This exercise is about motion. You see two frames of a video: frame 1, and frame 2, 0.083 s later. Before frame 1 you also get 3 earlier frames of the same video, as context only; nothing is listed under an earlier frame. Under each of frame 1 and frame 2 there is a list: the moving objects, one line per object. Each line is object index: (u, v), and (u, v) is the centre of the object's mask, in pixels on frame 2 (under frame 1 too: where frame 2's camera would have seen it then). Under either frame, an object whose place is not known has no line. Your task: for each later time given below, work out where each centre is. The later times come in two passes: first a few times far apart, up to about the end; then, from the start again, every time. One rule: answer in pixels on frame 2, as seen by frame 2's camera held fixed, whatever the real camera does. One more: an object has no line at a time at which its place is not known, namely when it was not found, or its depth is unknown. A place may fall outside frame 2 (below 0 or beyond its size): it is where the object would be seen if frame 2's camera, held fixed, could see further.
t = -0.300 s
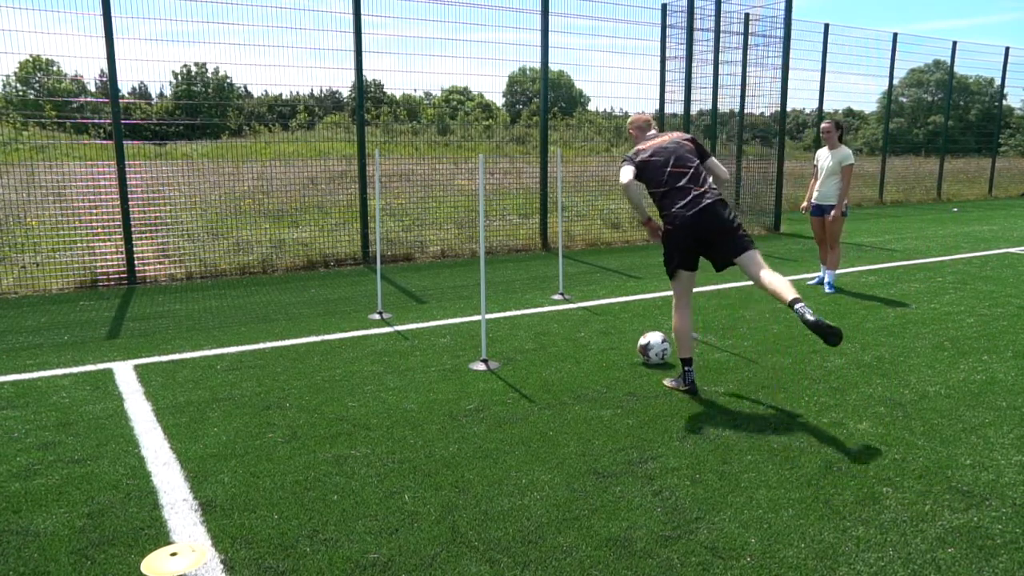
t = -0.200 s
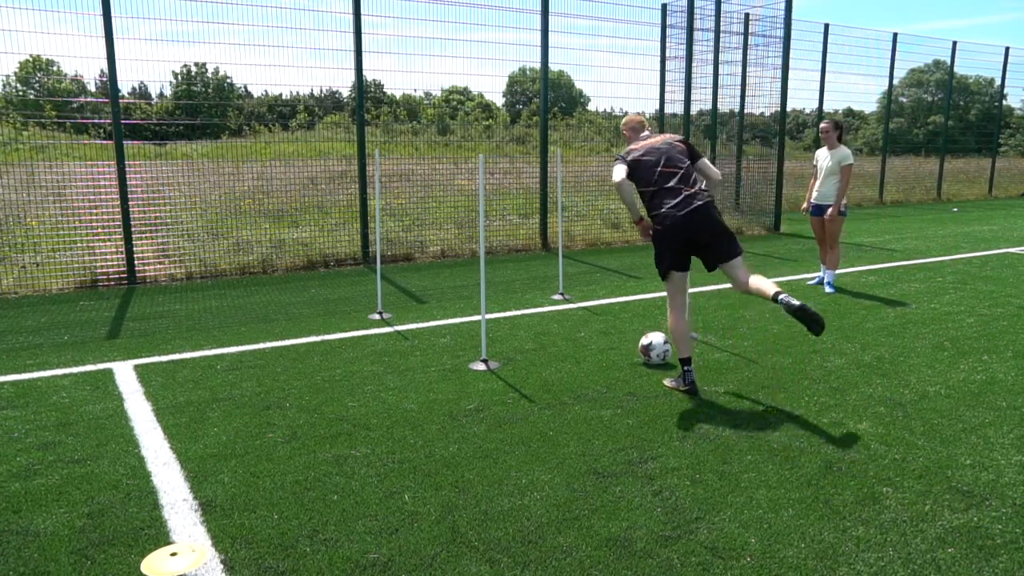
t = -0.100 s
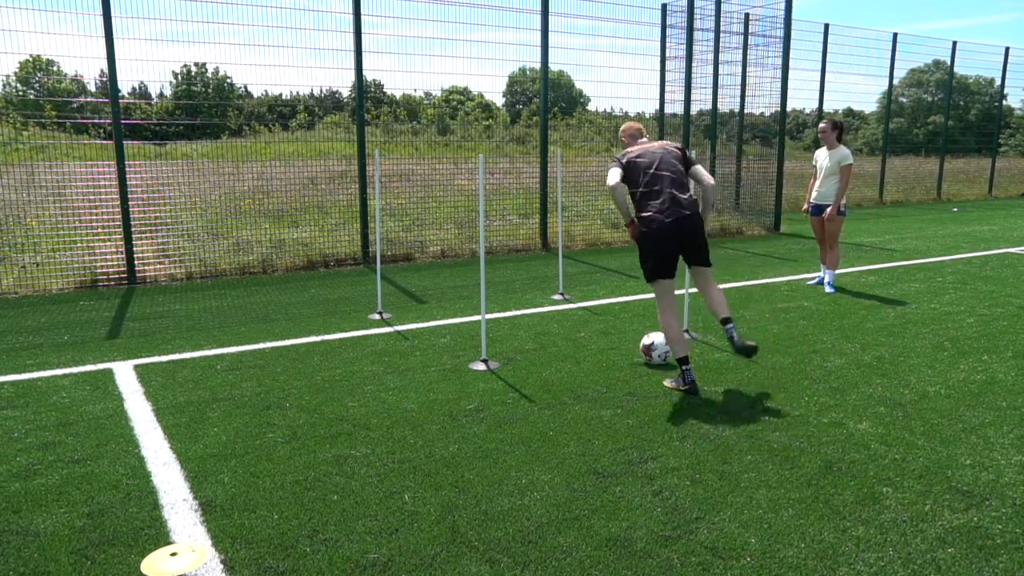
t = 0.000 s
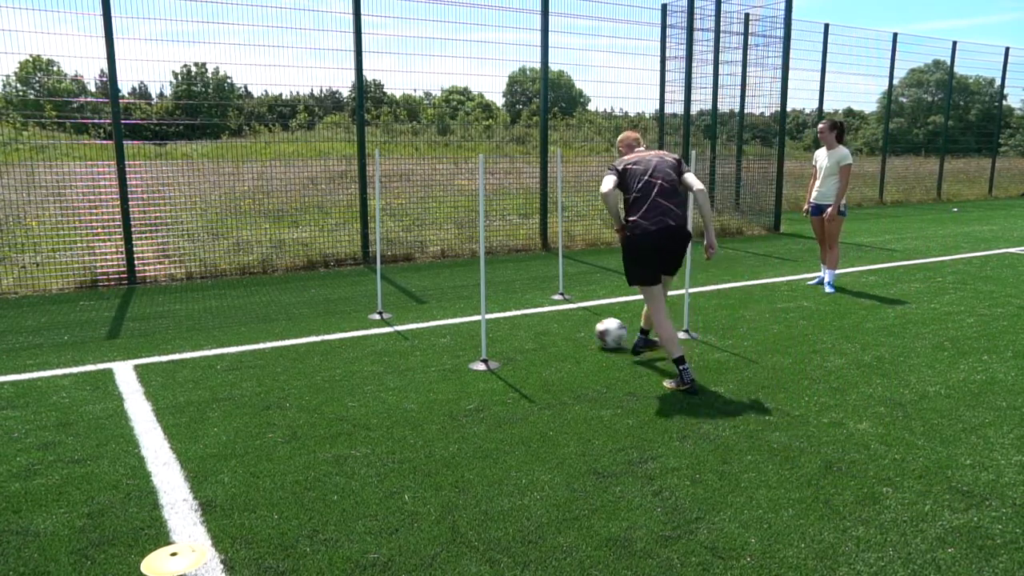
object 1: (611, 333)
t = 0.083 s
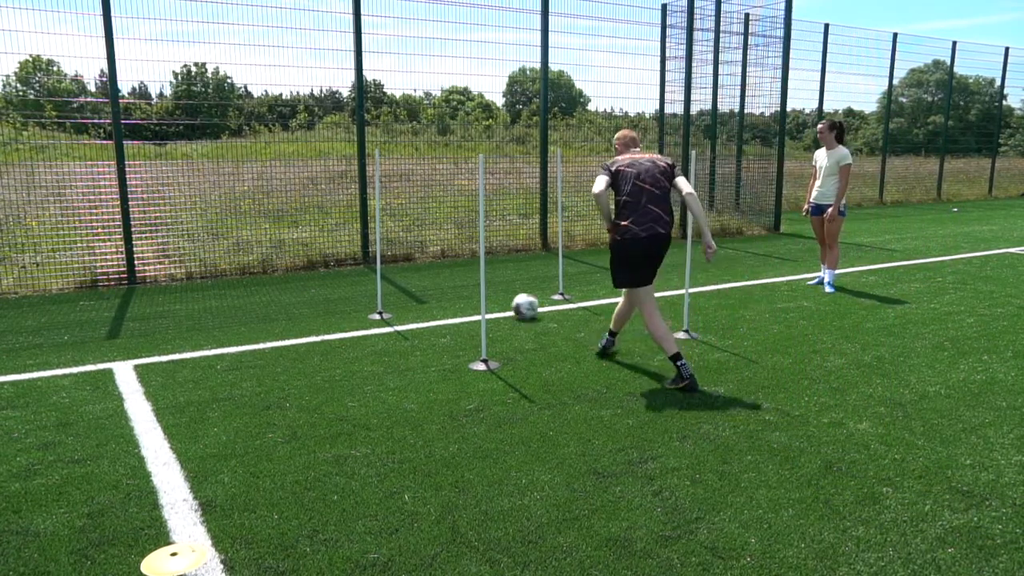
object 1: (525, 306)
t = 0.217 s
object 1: (436, 278)
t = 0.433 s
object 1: (388, 254)
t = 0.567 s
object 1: (430, 260)
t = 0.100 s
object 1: (511, 302)
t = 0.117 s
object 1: (499, 298)
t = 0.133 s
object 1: (488, 294)
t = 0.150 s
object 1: (472, 290)
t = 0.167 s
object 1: (464, 286)
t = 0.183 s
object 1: (454, 284)
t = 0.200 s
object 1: (445, 281)
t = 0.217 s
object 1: (436, 278)
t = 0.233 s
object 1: (427, 275)
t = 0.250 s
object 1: (418, 272)
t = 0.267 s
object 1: (411, 270)
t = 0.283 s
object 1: (404, 268)
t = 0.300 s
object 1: (397, 265)
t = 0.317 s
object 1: (389, 263)
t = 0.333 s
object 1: (384, 261)
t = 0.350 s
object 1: (376, 259)
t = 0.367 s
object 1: (369, 257)
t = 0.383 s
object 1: (374, 256)
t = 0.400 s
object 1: (380, 254)
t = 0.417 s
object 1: (386, 254)
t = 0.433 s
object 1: (388, 254)
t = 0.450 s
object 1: (393, 254)
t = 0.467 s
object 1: (398, 253)
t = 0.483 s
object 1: (403, 254)
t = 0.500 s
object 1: (408, 254)
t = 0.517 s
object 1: (414, 254)
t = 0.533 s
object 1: (419, 256)
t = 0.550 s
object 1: (425, 258)
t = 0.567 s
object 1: (430, 260)
